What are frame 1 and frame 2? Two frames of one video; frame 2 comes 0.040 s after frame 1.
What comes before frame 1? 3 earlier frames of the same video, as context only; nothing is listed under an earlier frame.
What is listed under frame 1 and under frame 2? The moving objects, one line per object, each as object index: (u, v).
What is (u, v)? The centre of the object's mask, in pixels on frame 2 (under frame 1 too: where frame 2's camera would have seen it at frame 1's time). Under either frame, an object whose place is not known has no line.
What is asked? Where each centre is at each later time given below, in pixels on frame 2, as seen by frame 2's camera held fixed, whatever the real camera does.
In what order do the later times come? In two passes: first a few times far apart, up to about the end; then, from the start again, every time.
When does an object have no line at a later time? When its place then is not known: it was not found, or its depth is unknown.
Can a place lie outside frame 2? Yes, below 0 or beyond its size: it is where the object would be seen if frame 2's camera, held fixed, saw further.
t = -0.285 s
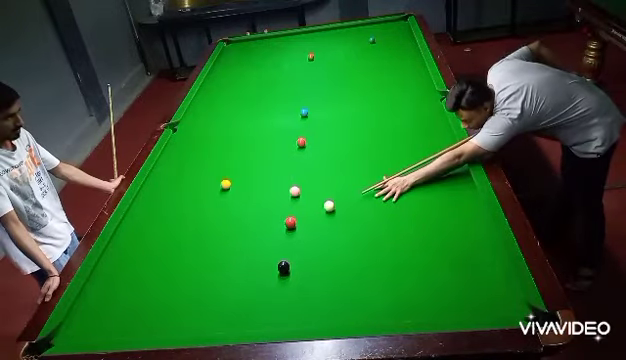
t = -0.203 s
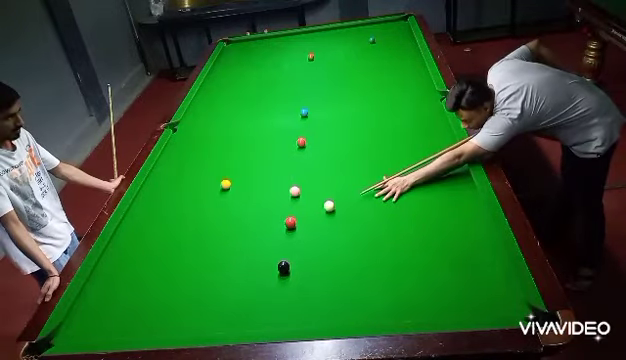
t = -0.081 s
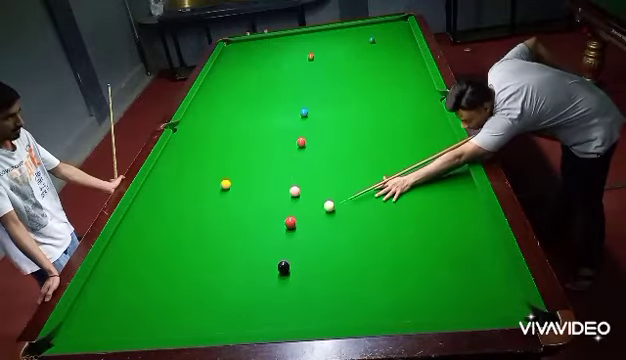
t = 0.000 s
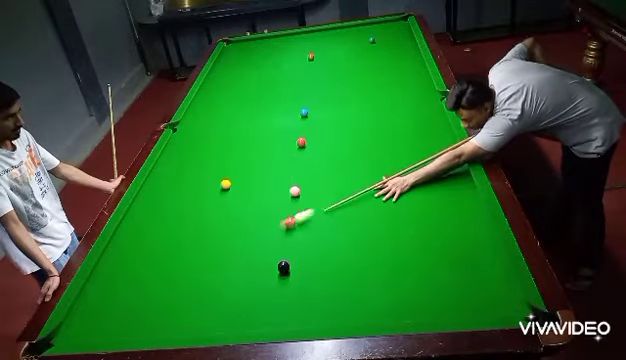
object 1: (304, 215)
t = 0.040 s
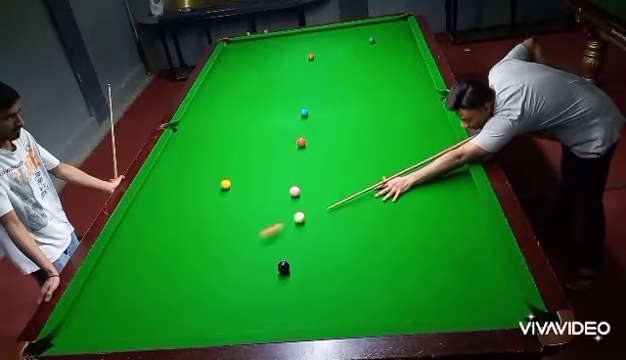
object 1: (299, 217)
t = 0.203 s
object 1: (306, 211)
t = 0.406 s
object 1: (316, 203)
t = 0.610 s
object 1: (325, 196)
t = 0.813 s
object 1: (333, 190)
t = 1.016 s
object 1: (341, 184)
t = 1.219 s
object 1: (348, 179)
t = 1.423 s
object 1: (354, 175)
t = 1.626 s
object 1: (360, 171)
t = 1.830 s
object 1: (365, 167)
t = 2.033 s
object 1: (368, 165)
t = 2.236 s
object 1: (372, 163)
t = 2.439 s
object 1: (375, 160)
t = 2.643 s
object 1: (376, 159)
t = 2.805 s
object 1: (377, 158)
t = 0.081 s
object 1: (299, 216)
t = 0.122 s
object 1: (301, 214)
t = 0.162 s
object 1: (303, 212)
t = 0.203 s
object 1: (306, 211)
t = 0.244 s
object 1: (308, 209)
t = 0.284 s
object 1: (310, 207)
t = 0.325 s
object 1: (312, 206)
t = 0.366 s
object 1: (314, 204)
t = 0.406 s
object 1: (316, 203)
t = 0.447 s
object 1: (318, 202)
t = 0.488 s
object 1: (319, 200)
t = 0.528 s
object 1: (321, 199)
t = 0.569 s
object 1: (323, 197)
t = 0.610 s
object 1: (325, 196)
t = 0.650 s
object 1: (327, 195)
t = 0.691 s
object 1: (329, 193)
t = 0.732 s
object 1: (330, 192)
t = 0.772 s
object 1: (332, 191)
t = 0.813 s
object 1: (333, 190)
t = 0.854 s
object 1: (335, 189)
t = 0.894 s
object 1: (337, 188)
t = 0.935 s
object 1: (338, 186)
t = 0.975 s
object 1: (340, 185)
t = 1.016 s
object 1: (341, 184)
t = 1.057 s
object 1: (342, 183)
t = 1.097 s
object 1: (344, 182)
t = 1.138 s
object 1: (346, 181)
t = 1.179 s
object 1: (347, 180)
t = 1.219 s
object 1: (348, 179)
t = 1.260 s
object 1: (350, 178)
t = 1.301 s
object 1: (351, 177)
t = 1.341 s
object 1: (352, 177)
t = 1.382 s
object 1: (353, 176)
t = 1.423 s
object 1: (354, 175)
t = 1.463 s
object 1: (356, 174)
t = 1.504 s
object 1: (357, 173)
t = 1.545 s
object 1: (358, 173)
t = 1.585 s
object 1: (359, 172)
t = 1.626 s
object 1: (360, 171)
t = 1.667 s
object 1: (361, 170)
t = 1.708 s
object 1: (362, 170)
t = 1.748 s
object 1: (363, 169)
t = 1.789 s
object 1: (364, 168)
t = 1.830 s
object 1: (365, 167)
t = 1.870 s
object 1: (365, 167)
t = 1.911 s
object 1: (366, 166)
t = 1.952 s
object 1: (367, 165)
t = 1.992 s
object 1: (367, 165)
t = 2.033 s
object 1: (368, 165)
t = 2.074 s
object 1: (369, 164)
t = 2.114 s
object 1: (370, 164)
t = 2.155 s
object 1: (371, 163)
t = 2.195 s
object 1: (371, 163)
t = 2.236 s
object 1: (372, 163)
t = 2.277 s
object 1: (372, 162)
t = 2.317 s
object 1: (373, 162)
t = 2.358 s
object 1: (373, 161)
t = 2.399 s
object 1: (374, 161)
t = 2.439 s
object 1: (375, 160)
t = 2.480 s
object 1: (375, 160)
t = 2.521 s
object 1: (375, 160)
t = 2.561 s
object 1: (376, 159)
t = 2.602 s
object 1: (376, 159)
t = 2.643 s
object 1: (376, 159)
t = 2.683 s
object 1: (377, 159)
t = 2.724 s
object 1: (377, 159)
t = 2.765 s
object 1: (377, 158)
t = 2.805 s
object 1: (377, 158)
